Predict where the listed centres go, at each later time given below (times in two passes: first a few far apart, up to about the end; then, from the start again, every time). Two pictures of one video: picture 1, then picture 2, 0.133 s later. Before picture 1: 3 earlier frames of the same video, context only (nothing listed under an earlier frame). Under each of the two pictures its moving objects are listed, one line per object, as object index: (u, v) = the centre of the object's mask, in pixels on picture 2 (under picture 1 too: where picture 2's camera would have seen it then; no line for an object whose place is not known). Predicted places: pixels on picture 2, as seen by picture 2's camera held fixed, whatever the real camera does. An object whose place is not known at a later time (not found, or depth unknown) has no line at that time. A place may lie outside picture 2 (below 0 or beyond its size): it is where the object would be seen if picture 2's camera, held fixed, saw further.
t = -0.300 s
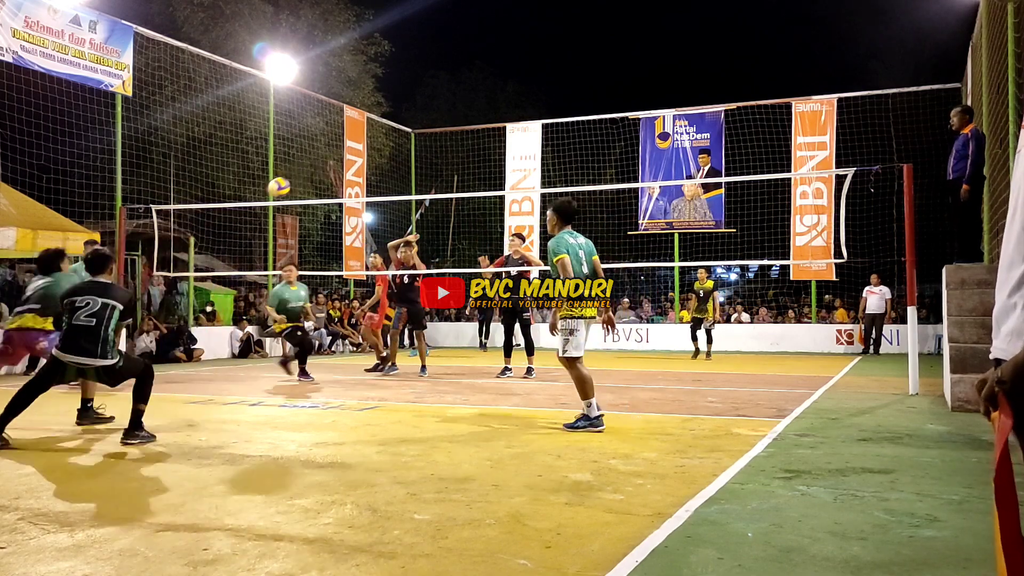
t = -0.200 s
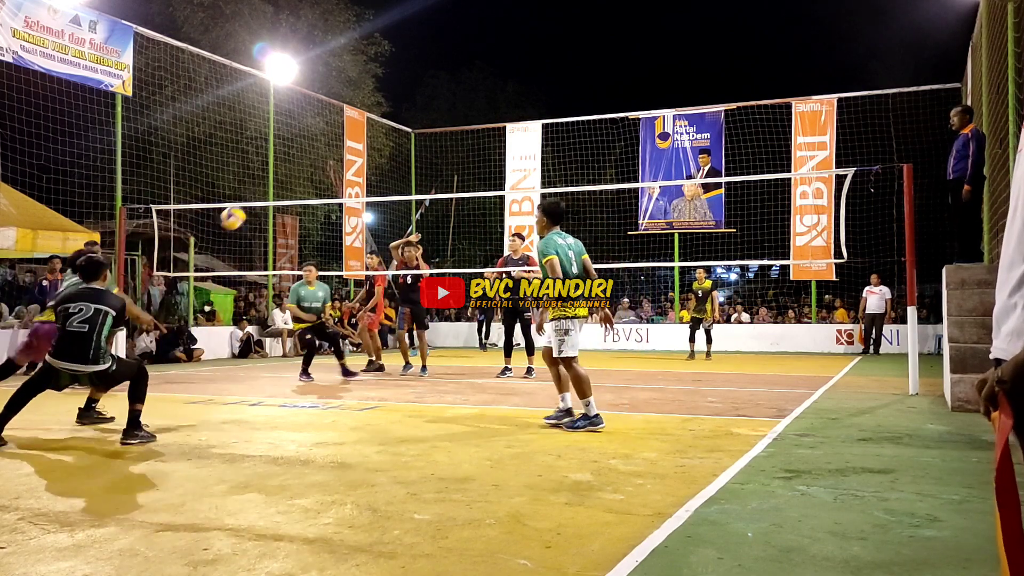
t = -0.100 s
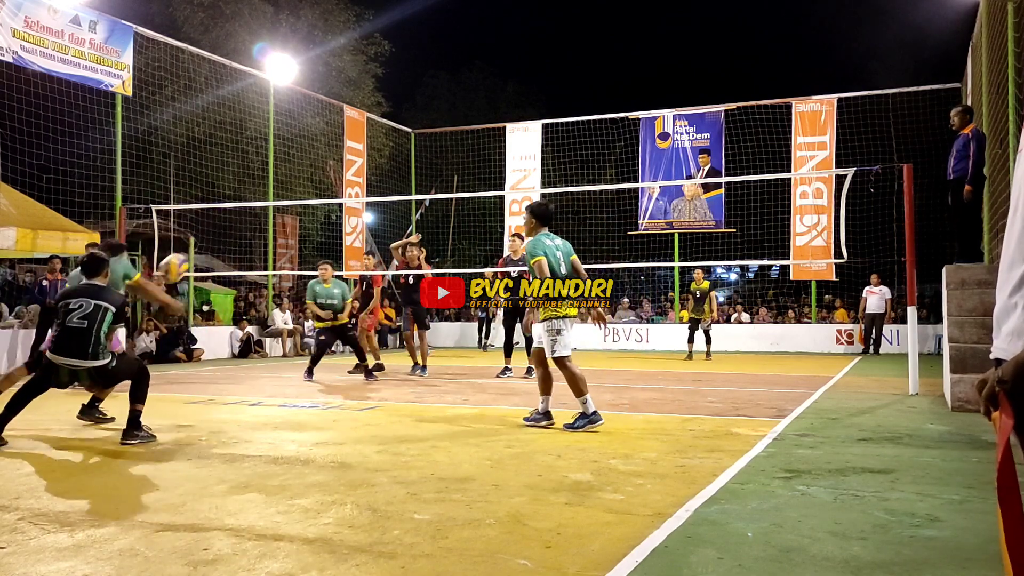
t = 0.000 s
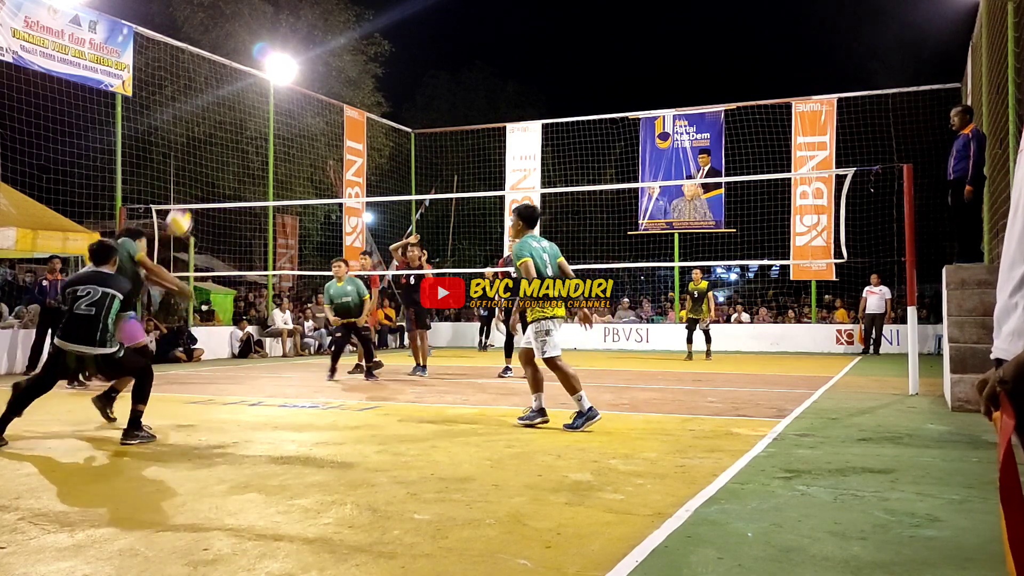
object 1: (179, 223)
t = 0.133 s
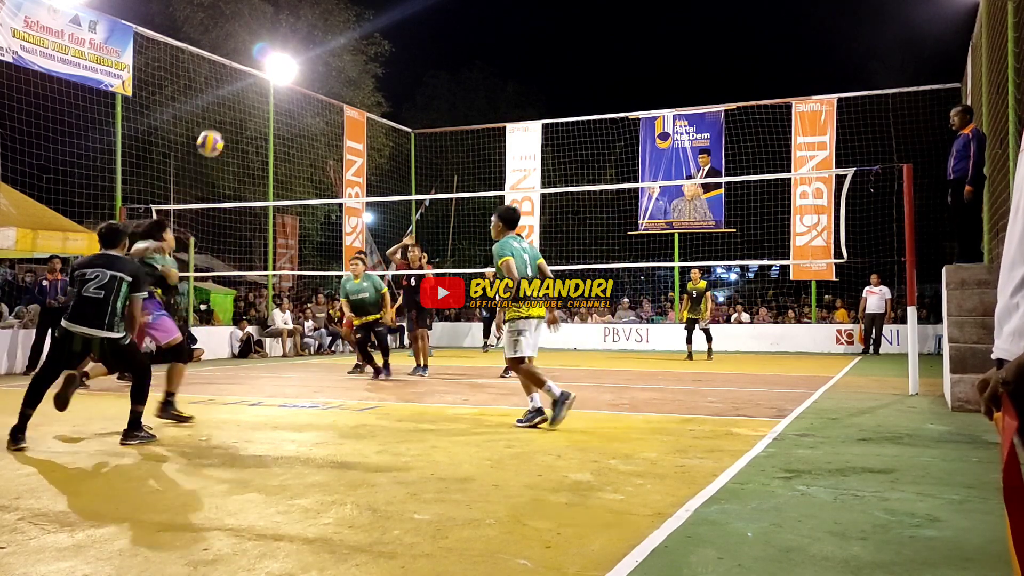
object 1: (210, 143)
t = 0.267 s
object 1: (238, 88)
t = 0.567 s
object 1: (292, 37)
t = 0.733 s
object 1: (319, 47)
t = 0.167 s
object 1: (217, 127)
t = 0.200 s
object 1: (224, 112)
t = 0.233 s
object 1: (230, 99)
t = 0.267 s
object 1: (238, 88)
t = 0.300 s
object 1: (244, 76)
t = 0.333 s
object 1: (252, 68)
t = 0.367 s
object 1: (255, 59)
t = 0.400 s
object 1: (261, 51)
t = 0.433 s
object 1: (268, 46)
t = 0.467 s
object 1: (275, 42)
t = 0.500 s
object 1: (281, 39)
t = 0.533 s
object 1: (287, 37)
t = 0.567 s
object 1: (292, 37)
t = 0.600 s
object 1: (298, 36)
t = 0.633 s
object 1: (303, 37)
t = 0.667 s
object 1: (308, 40)
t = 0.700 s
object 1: (313, 42)
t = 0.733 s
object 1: (319, 47)
